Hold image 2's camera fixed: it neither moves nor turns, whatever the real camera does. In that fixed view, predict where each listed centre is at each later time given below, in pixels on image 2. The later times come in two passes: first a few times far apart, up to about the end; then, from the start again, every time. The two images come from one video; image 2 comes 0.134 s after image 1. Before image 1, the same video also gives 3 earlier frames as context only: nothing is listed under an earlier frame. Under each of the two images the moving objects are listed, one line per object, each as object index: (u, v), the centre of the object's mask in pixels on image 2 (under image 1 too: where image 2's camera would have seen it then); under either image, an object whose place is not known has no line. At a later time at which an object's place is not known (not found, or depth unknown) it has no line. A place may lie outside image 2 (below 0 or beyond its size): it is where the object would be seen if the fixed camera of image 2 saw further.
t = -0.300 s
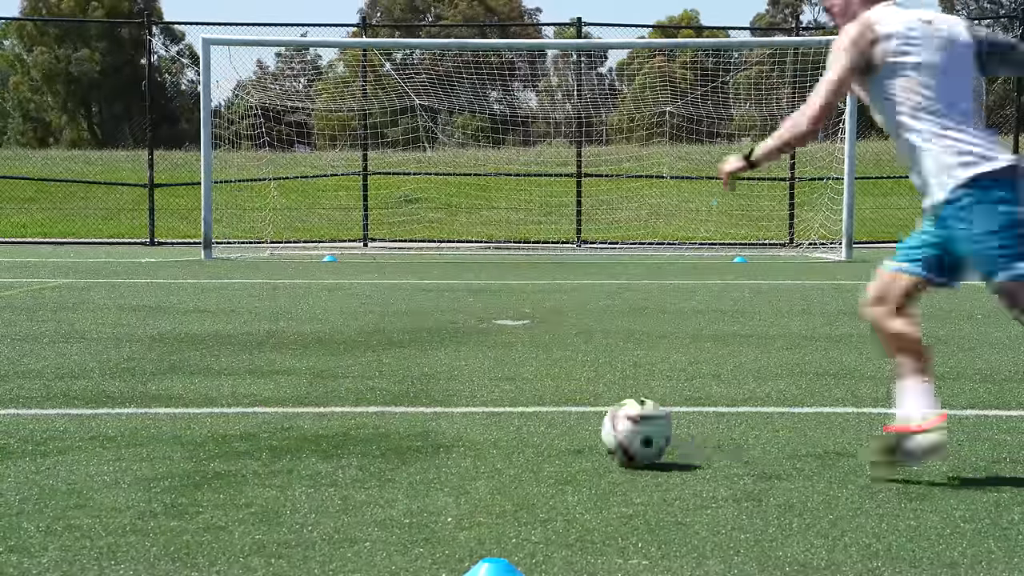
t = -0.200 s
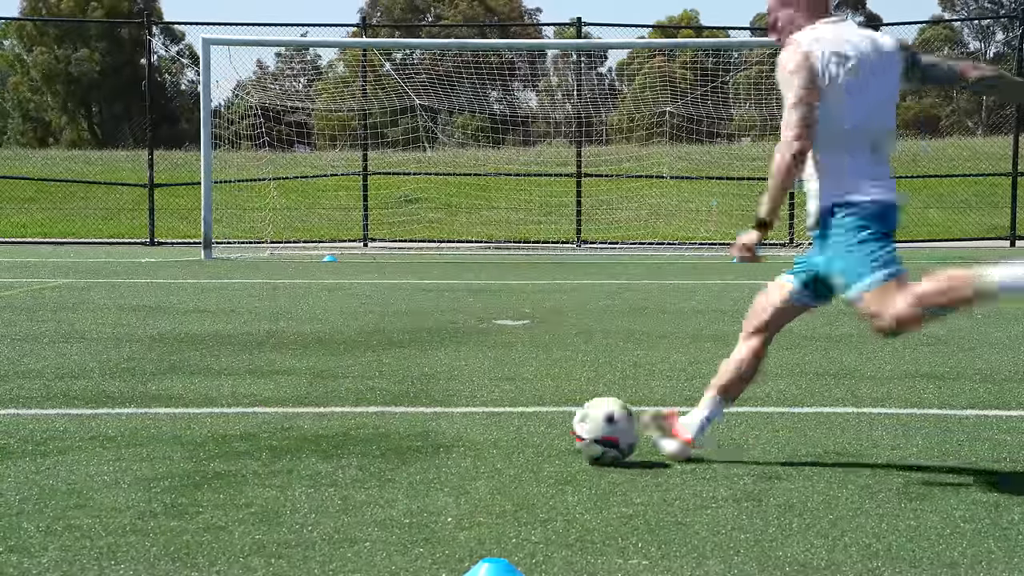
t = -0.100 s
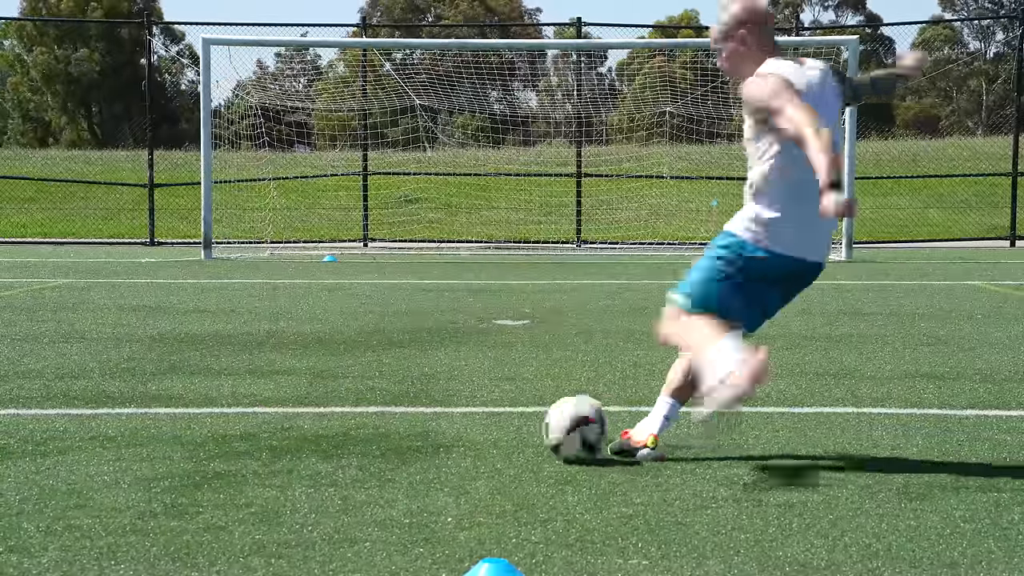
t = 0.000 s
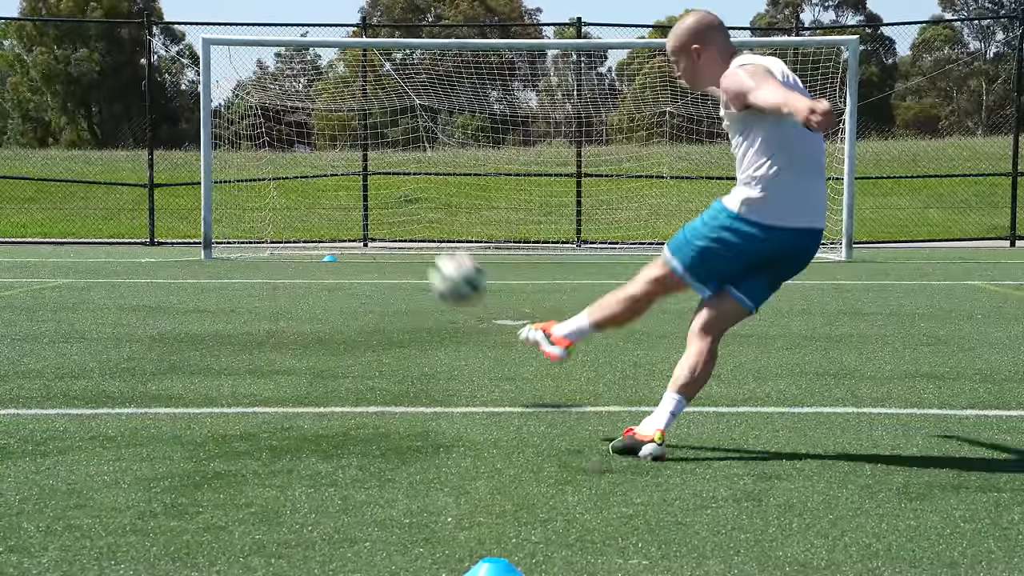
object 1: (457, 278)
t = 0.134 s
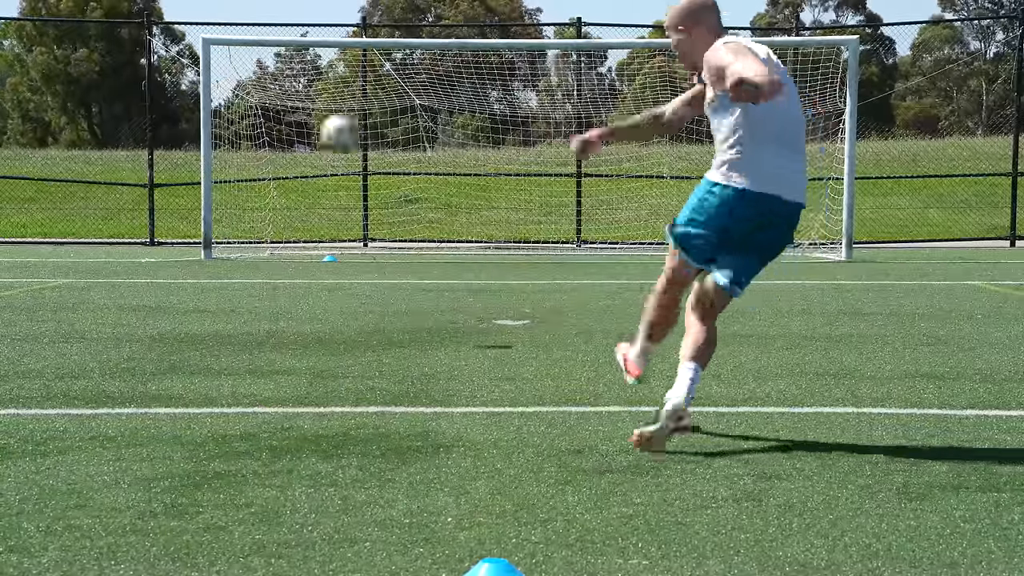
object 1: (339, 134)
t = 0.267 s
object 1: (287, 80)
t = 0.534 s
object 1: (259, 91)
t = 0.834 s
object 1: (286, 163)
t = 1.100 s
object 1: (368, 208)
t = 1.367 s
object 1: (439, 232)
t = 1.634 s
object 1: (494, 236)
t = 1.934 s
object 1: (560, 241)
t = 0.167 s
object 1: (323, 113)
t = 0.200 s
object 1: (309, 100)
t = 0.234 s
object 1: (297, 91)
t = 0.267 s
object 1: (287, 80)
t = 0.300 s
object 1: (280, 77)
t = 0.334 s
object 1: (270, 76)
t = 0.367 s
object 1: (268, 72)
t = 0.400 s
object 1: (266, 73)
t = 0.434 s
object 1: (264, 76)
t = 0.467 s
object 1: (263, 79)
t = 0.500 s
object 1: (261, 85)
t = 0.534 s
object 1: (259, 91)
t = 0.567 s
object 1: (260, 97)
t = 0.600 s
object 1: (261, 102)
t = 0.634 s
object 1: (262, 115)
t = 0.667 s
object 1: (265, 120)
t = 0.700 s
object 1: (266, 131)
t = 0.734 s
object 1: (267, 141)
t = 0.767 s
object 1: (271, 151)
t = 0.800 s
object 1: (275, 159)
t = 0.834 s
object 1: (286, 163)
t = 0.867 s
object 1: (296, 166)
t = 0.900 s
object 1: (308, 172)
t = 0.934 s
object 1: (319, 176)
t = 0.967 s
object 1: (328, 181)
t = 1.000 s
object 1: (338, 185)
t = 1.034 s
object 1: (349, 192)
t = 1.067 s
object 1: (360, 199)
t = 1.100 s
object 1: (368, 208)
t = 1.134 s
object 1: (379, 213)
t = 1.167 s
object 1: (391, 221)
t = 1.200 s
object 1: (401, 226)
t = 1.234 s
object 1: (411, 239)
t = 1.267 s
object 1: (422, 244)
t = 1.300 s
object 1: (427, 241)
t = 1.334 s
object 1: (433, 236)
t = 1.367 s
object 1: (439, 232)
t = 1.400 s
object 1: (448, 228)
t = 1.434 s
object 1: (453, 227)
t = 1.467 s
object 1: (460, 226)
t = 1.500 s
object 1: (467, 226)
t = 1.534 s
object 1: (473, 227)
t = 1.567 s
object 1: (480, 229)
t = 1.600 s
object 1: (487, 231)
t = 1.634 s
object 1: (494, 236)
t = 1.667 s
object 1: (501, 240)
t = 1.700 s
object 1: (509, 246)
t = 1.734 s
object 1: (516, 246)
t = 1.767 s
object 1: (523, 243)
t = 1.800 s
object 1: (530, 241)
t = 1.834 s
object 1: (538, 240)
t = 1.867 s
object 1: (544, 240)
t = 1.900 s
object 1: (552, 240)
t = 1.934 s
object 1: (560, 241)
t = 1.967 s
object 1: (568, 243)
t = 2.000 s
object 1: (575, 246)
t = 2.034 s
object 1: (583, 249)
